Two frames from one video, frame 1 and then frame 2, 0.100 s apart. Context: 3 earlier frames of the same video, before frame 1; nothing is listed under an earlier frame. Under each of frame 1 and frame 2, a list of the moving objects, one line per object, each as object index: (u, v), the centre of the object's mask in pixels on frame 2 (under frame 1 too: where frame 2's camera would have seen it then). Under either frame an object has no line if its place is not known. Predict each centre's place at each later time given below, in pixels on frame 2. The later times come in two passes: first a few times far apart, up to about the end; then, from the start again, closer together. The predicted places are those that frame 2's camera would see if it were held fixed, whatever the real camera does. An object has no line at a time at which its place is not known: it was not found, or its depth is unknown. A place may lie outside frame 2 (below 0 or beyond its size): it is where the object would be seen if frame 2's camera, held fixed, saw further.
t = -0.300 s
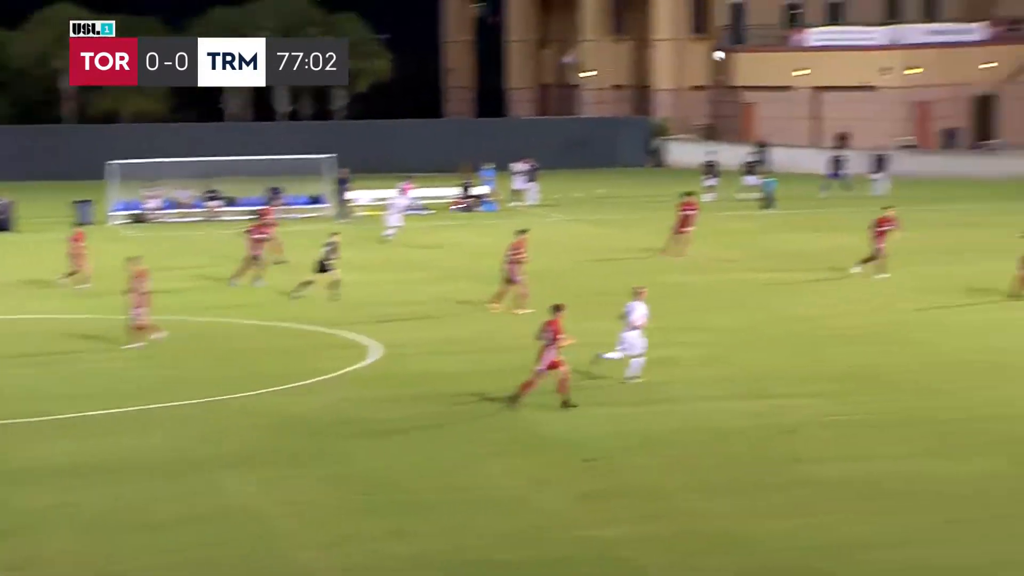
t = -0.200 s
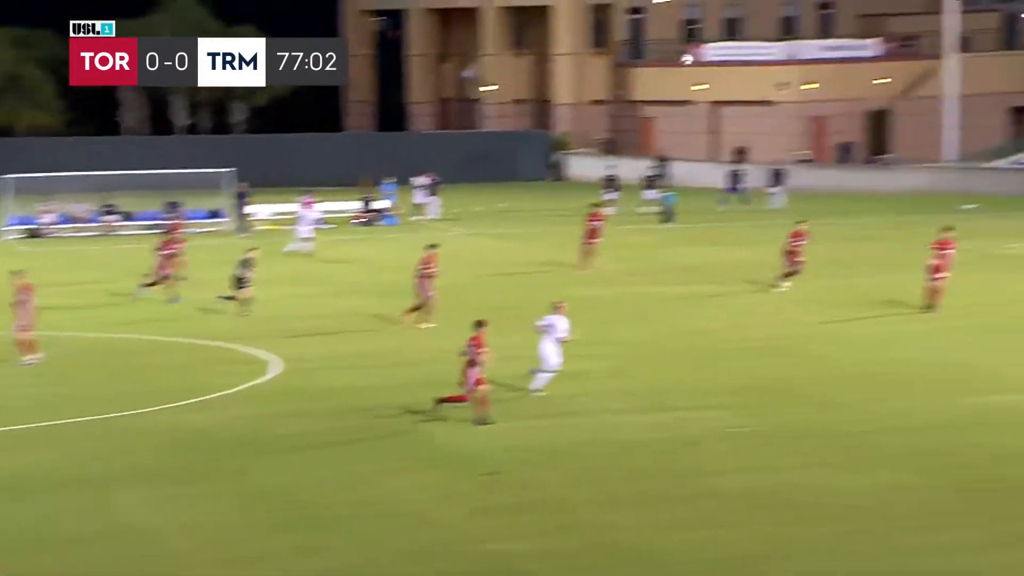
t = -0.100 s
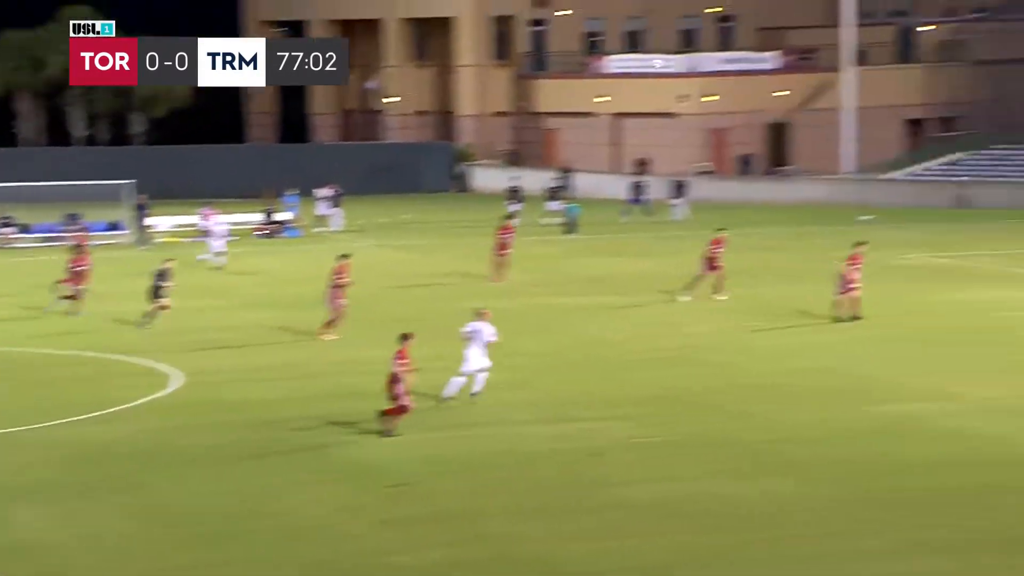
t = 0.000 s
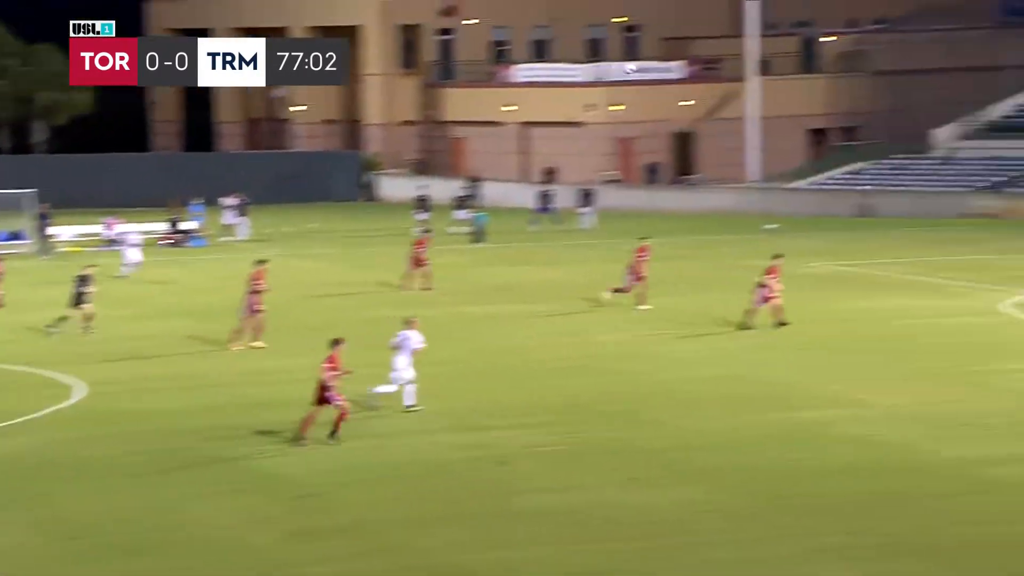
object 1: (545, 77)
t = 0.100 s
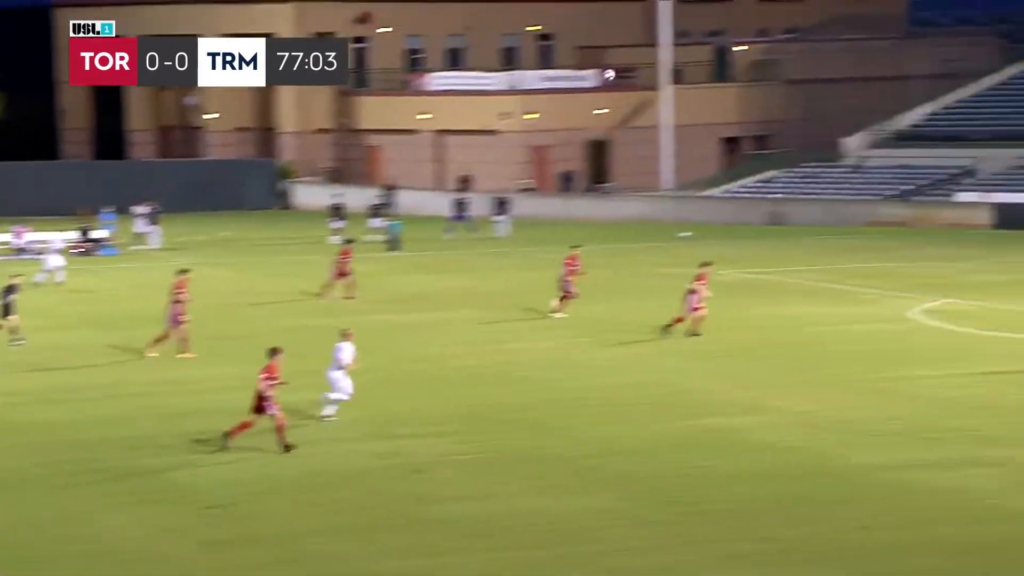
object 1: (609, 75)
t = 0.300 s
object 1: (739, 80)
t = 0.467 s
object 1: (849, 95)
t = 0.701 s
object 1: (1004, 131)
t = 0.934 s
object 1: (1167, 186)
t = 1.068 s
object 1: (1265, 225)
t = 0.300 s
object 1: (739, 80)
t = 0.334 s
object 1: (760, 83)
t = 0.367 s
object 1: (783, 85)
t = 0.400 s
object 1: (805, 88)
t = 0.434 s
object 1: (827, 92)
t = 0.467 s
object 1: (849, 95)
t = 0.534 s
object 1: (893, 103)
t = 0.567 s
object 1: (915, 108)
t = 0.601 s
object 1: (937, 113)
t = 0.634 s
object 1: (959, 119)
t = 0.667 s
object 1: (983, 125)
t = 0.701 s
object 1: (1004, 131)
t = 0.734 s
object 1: (1027, 138)
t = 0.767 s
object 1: (1050, 144)
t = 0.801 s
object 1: (1074, 151)
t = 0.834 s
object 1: (1097, 160)
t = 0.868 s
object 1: (1120, 167)
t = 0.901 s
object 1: (1143, 176)
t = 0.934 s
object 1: (1167, 186)
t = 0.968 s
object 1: (1191, 194)
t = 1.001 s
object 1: (1215, 205)
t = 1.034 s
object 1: (1239, 214)
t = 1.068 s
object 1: (1265, 225)
